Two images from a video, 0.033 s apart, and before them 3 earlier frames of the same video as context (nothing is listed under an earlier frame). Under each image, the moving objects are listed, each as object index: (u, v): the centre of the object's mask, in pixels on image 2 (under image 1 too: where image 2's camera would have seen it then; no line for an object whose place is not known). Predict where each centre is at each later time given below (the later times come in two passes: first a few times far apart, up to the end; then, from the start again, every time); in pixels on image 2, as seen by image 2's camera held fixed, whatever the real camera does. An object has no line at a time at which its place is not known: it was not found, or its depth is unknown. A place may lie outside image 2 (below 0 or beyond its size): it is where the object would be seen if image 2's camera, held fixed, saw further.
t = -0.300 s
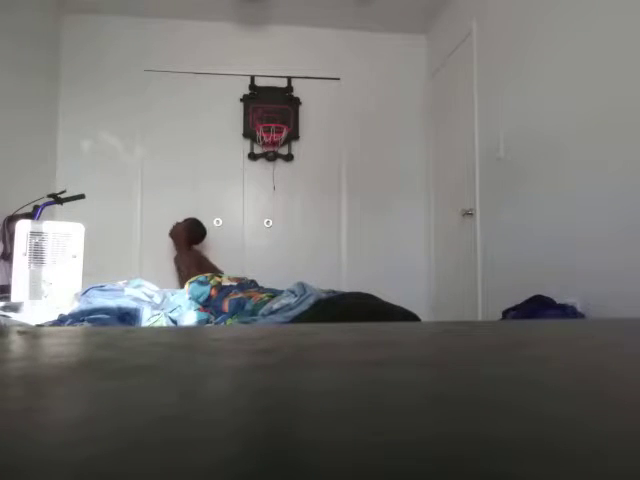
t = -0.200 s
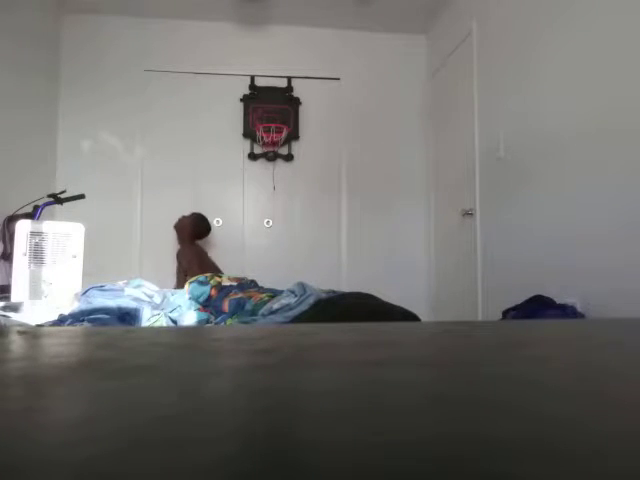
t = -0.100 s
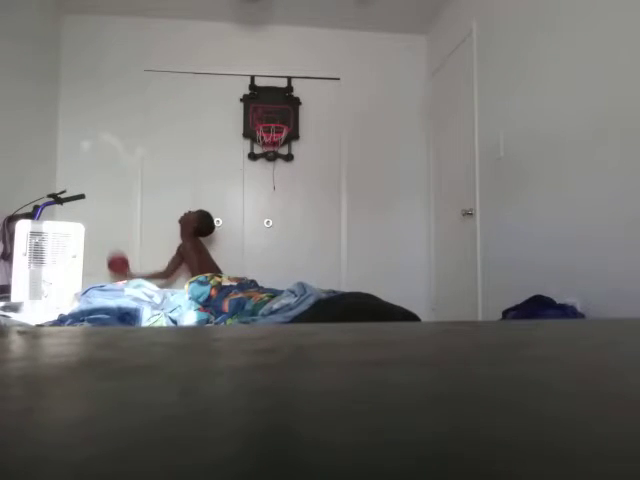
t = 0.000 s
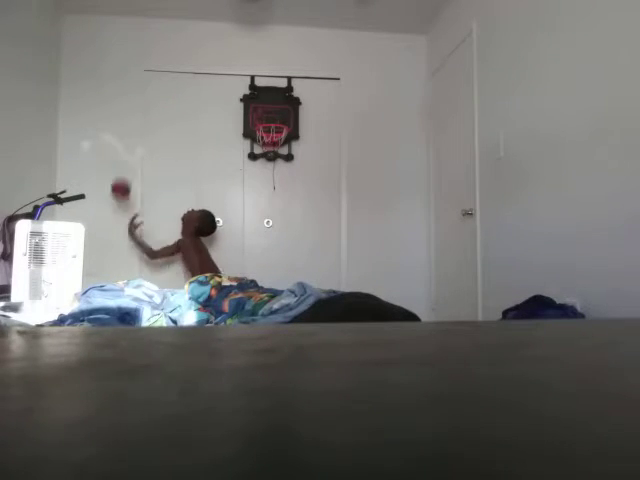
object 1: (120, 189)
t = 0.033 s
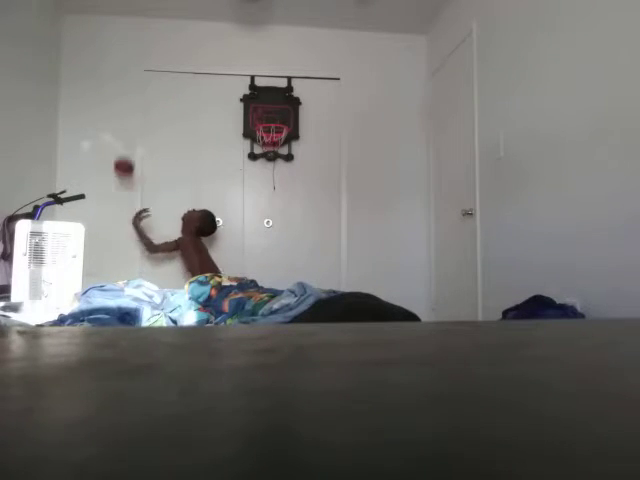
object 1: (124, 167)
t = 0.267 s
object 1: (147, 58)
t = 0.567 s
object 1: (173, 31)
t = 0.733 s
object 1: (186, 67)
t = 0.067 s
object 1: (127, 146)
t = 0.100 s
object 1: (130, 128)
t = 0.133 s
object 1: (134, 110)
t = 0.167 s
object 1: (137, 94)
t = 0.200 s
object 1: (140, 80)
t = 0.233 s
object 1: (144, 68)
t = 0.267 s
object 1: (147, 58)
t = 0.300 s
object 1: (150, 48)
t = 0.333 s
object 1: (153, 41)
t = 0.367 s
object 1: (156, 35)
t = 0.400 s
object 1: (159, 30)
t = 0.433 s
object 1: (162, 28)
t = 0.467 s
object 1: (165, 26)
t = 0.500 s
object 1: (167, 26)
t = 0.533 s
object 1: (170, 28)
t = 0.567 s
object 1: (173, 31)
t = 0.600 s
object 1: (176, 35)
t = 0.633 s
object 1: (179, 40)
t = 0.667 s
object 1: (181, 48)
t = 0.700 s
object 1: (184, 57)
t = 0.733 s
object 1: (186, 67)
